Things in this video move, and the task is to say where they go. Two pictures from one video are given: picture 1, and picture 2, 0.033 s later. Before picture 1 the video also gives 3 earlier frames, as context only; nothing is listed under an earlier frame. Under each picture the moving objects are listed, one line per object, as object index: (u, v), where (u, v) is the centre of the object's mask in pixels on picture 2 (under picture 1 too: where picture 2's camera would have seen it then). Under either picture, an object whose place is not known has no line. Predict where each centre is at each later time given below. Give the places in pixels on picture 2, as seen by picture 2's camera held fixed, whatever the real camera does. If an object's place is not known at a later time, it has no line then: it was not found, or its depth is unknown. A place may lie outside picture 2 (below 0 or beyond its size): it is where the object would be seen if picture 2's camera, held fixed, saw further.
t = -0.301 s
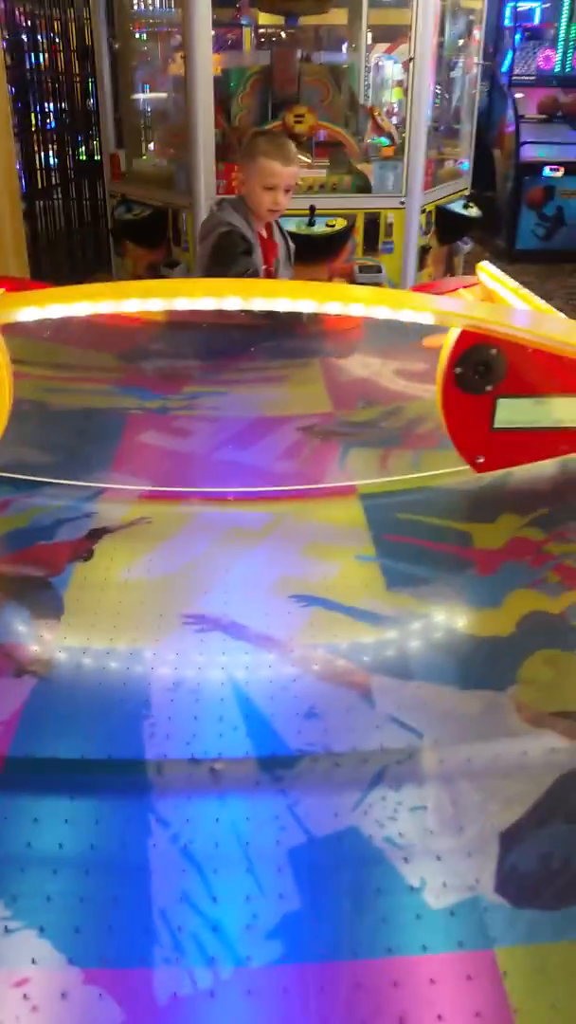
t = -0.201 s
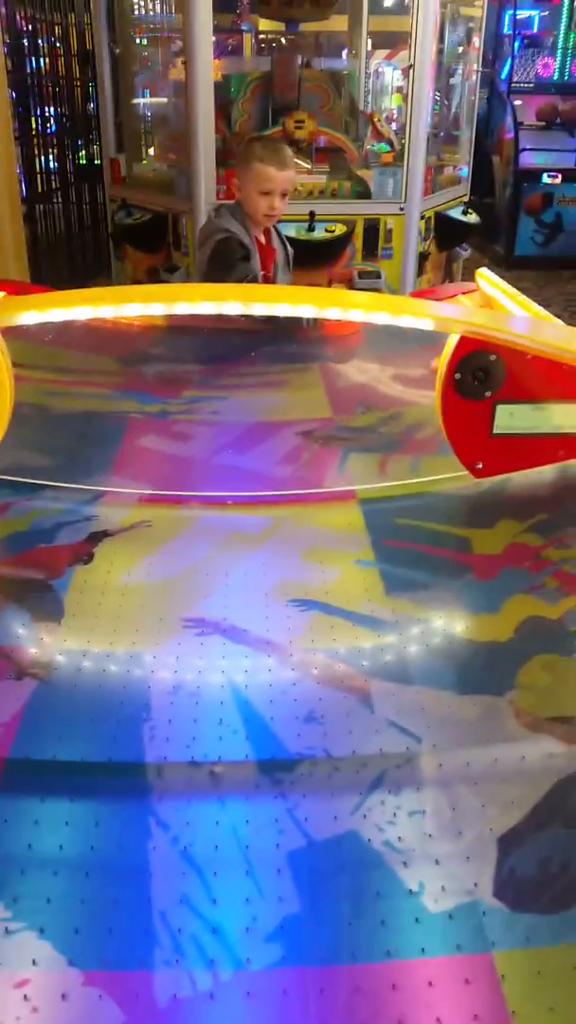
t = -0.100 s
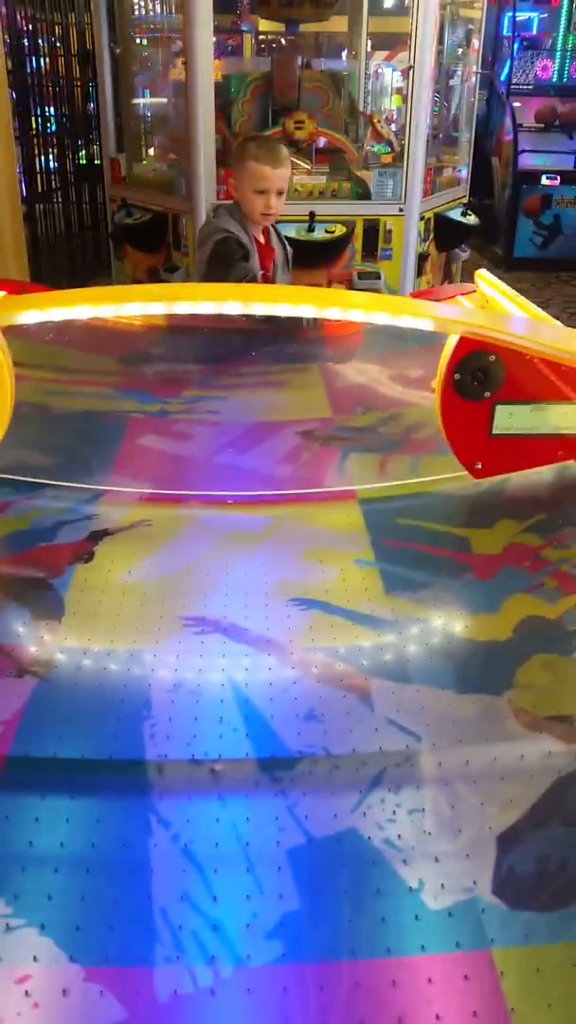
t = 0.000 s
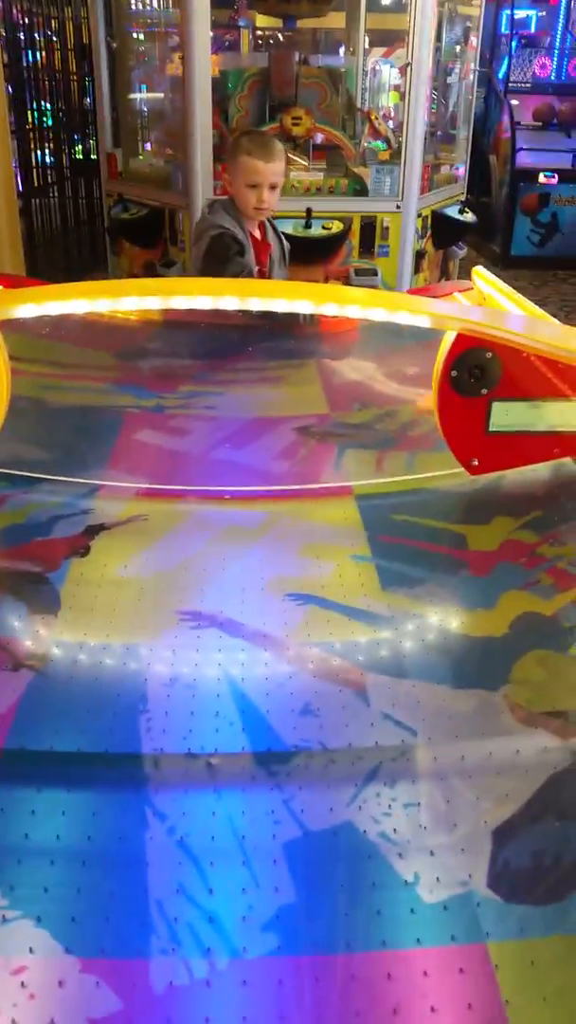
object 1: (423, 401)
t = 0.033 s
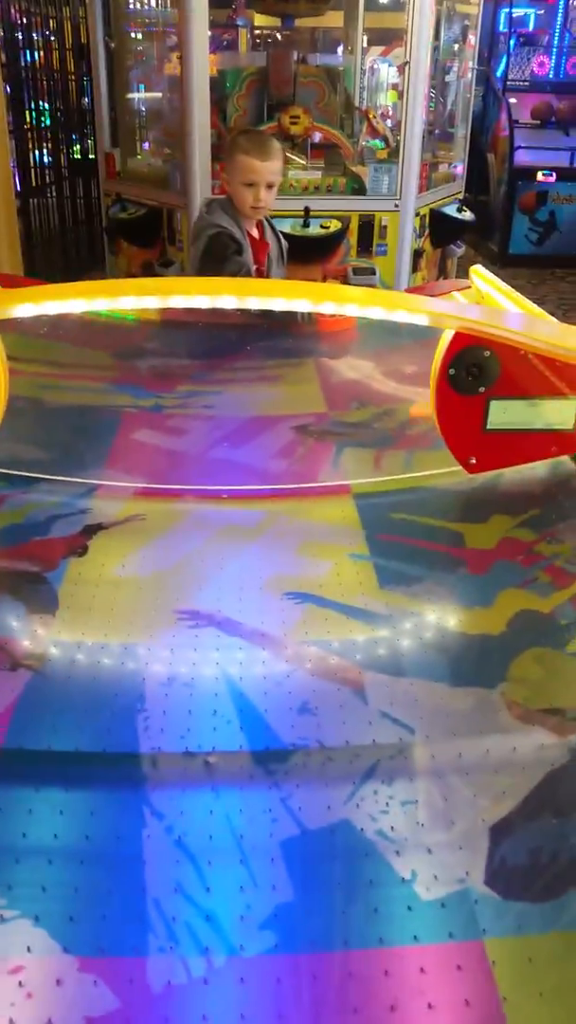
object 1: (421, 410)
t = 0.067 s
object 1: (417, 419)
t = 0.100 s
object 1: (413, 428)
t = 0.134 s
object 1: (404, 438)
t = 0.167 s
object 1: (393, 448)
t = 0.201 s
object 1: (380, 458)
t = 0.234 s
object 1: (368, 468)
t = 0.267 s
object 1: (353, 479)
